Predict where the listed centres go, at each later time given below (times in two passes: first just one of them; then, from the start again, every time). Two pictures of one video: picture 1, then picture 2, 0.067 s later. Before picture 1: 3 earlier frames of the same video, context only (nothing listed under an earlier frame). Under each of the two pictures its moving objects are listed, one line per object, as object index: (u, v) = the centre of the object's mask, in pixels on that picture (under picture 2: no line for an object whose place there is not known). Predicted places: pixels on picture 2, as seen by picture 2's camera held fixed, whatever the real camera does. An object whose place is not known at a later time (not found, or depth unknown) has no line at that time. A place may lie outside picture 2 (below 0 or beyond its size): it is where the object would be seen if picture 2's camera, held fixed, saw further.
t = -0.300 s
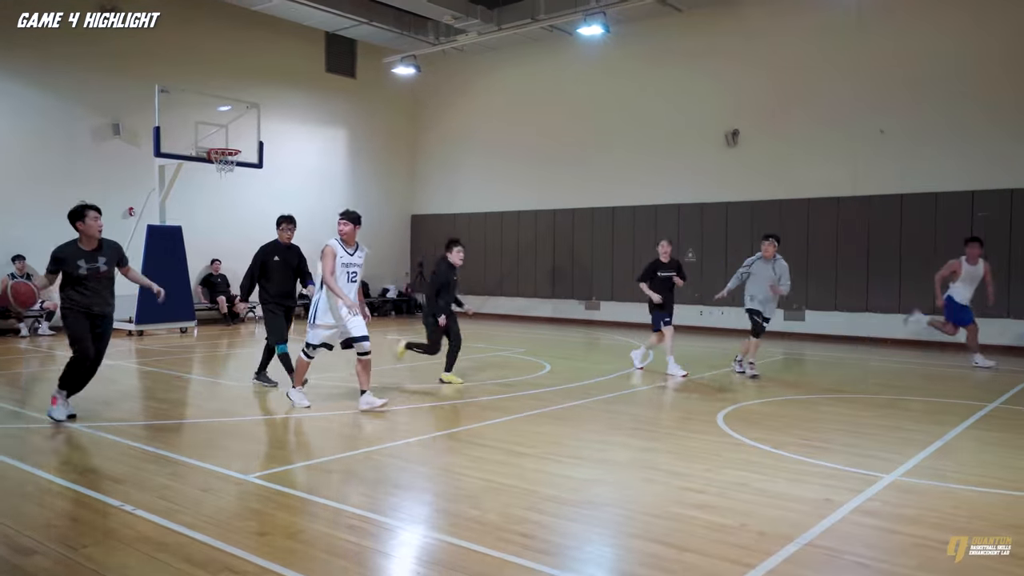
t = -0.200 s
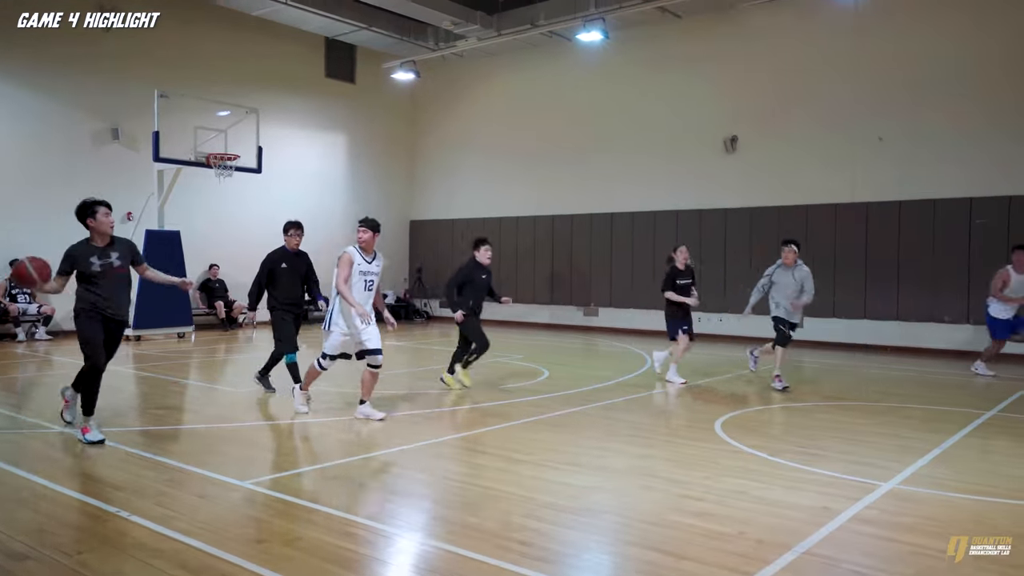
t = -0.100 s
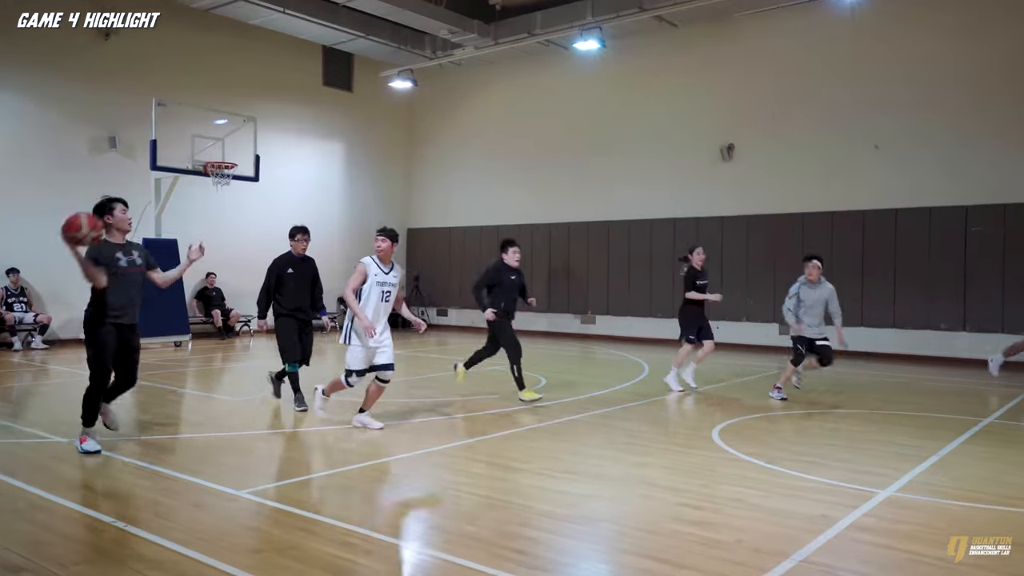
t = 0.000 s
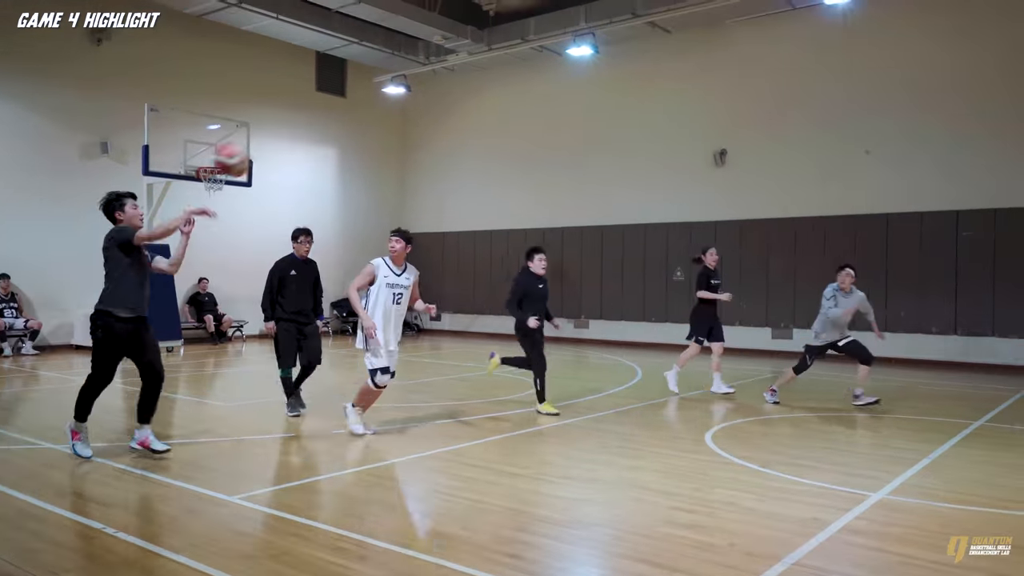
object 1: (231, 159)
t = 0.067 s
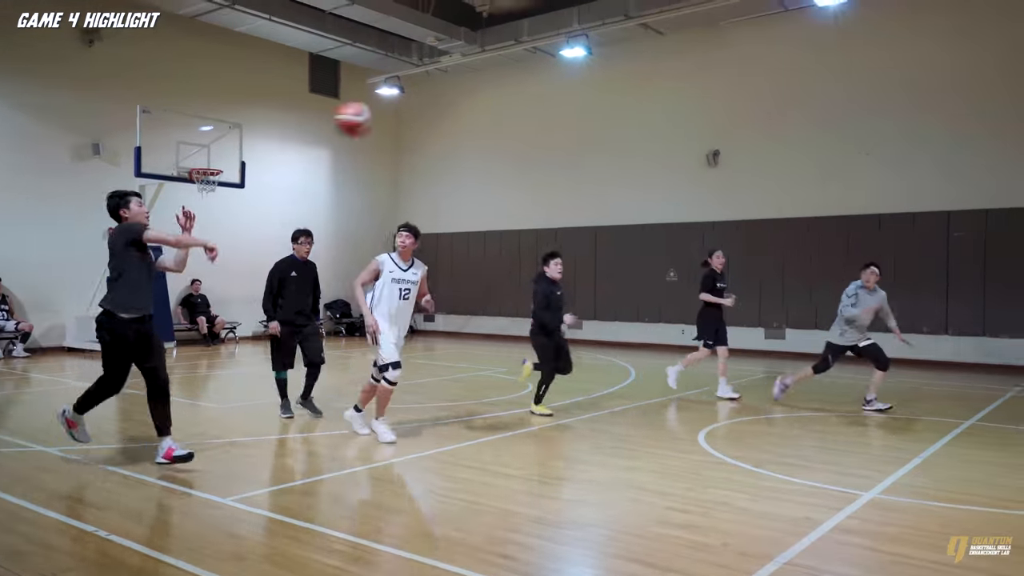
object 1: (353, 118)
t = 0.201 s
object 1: (595, 54)
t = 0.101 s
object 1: (416, 100)
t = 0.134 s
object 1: (476, 83)
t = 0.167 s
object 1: (537, 67)
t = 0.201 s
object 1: (595, 54)
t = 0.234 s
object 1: (656, 41)
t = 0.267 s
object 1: (709, 29)
